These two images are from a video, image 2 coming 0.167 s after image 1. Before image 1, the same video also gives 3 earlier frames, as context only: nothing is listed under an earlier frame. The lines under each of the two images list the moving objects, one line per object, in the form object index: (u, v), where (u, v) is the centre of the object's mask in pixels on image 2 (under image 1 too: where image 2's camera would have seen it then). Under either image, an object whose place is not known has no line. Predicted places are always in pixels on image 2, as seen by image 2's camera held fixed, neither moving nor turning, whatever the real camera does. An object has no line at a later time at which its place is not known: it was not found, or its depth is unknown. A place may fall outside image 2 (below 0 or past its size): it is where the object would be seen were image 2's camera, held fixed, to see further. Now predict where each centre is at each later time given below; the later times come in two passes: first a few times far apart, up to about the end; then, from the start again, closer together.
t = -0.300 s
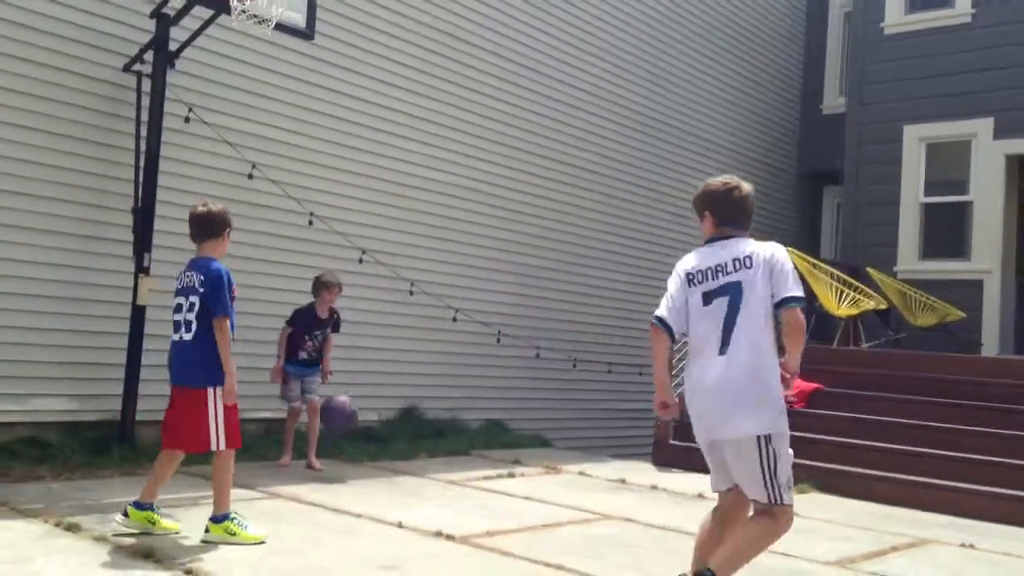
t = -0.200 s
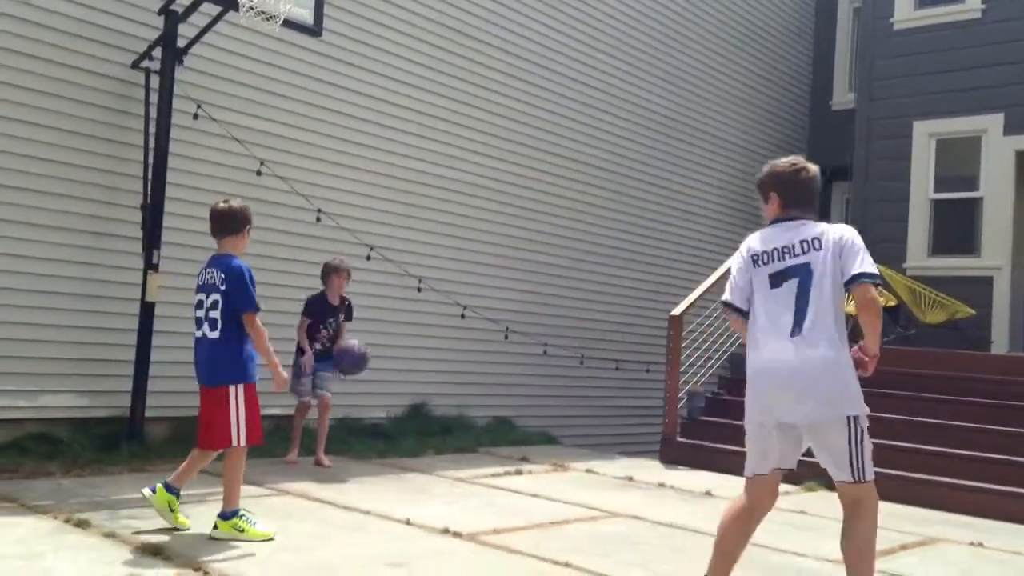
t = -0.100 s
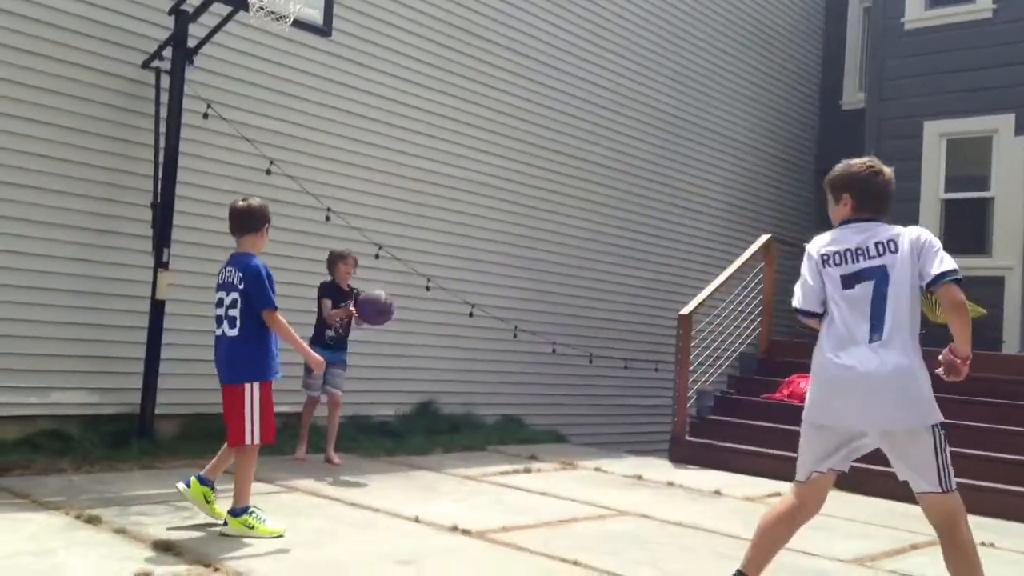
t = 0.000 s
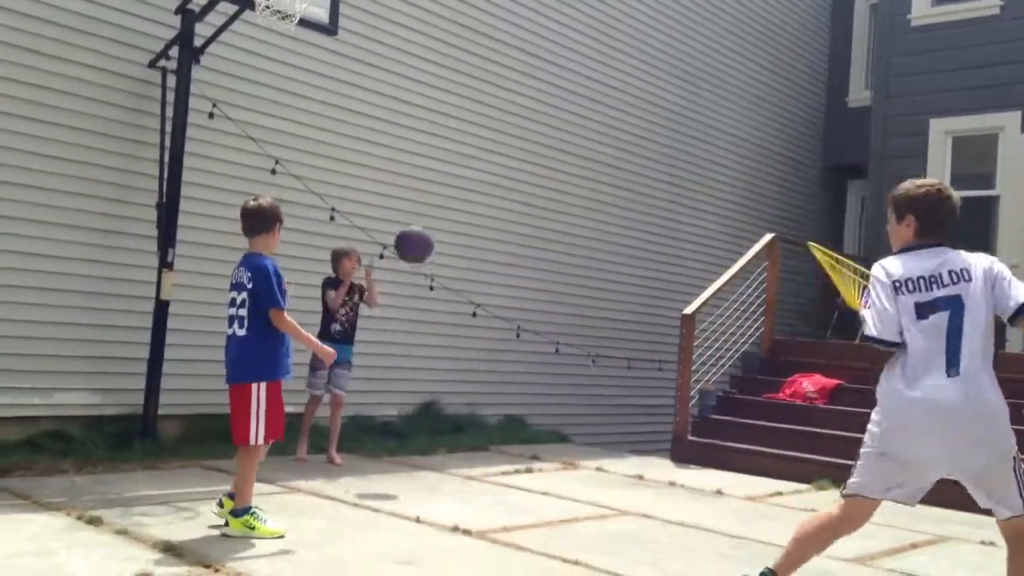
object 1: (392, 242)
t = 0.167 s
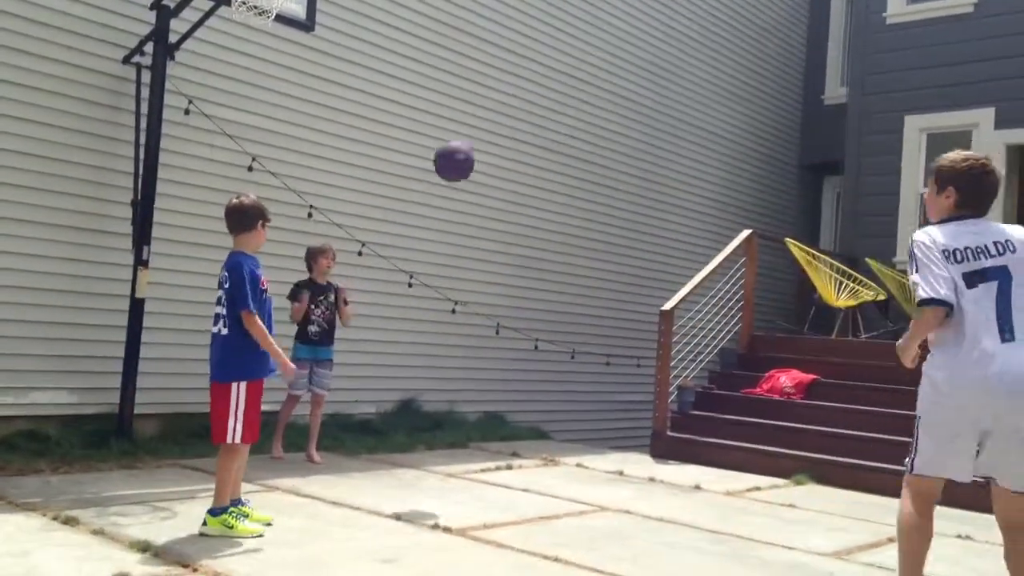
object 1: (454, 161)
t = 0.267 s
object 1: (490, 133)
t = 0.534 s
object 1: (595, 135)
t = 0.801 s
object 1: (716, 295)
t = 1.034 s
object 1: (840, 525)
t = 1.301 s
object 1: (985, 299)
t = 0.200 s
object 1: (464, 151)
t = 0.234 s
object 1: (477, 142)
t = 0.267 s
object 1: (490, 133)
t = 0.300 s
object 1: (503, 126)
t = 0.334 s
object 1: (517, 122)
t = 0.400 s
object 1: (541, 118)
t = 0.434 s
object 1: (555, 120)
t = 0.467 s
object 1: (568, 123)
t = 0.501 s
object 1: (581, 128)
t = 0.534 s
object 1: (595, 135)
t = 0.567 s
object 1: (609, 145)
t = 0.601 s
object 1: (623, 158)
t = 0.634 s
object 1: (637, 173)
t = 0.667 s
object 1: (652, 191)
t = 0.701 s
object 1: (667, 211)
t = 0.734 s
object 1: (683, 235)
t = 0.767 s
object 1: (699, 262)
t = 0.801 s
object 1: (716, 295)
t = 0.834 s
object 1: (733, 330)
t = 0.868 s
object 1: (749, 367)
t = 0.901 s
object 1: (766, 411)
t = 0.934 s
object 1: (786, 458)
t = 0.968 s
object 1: (804, 511)
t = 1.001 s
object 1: (822, 556)
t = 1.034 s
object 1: (840, 525)
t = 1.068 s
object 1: (856, 490)
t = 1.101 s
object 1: (872, 457)
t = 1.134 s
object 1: (889, 423)
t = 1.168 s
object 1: (909, 396)
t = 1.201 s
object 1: (927, 369)
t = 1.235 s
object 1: (945, 342)
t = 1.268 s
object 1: (965, 318)
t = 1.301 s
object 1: (985, 299)
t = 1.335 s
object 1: (1006, 280)
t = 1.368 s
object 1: (1024, 265)
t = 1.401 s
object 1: (1044, 251)
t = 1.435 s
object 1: (1063, 238)
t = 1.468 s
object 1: (1083, 228)
